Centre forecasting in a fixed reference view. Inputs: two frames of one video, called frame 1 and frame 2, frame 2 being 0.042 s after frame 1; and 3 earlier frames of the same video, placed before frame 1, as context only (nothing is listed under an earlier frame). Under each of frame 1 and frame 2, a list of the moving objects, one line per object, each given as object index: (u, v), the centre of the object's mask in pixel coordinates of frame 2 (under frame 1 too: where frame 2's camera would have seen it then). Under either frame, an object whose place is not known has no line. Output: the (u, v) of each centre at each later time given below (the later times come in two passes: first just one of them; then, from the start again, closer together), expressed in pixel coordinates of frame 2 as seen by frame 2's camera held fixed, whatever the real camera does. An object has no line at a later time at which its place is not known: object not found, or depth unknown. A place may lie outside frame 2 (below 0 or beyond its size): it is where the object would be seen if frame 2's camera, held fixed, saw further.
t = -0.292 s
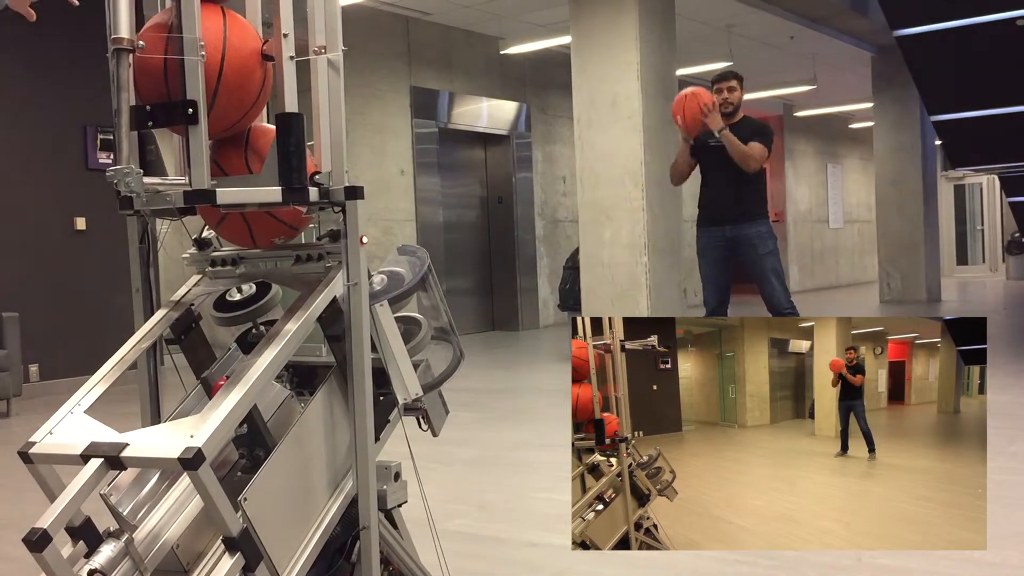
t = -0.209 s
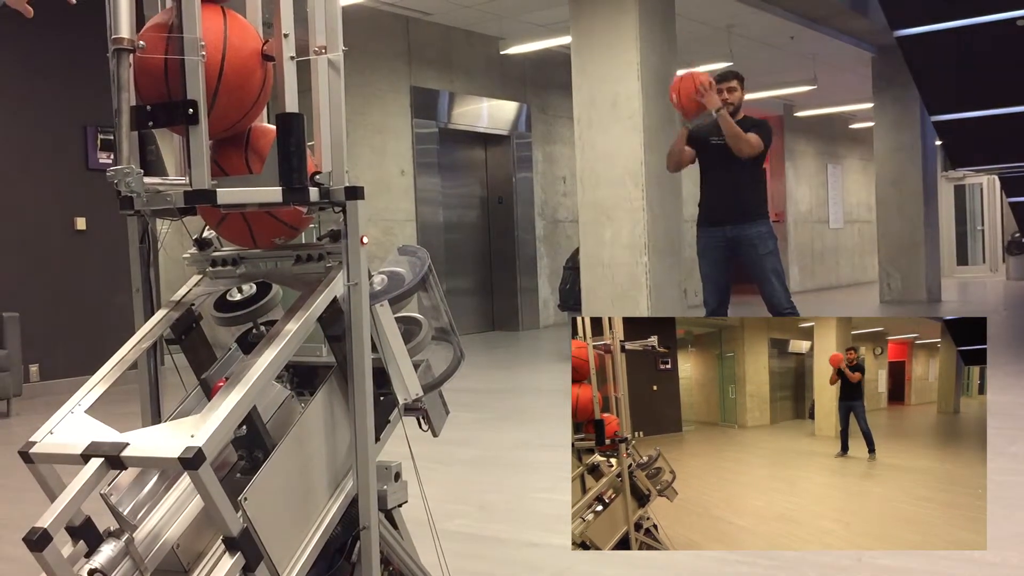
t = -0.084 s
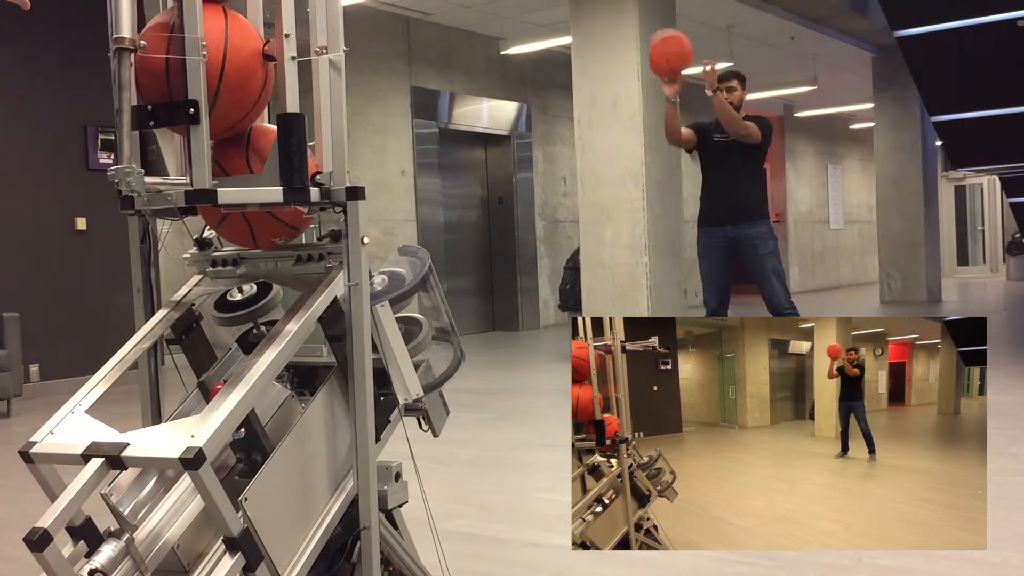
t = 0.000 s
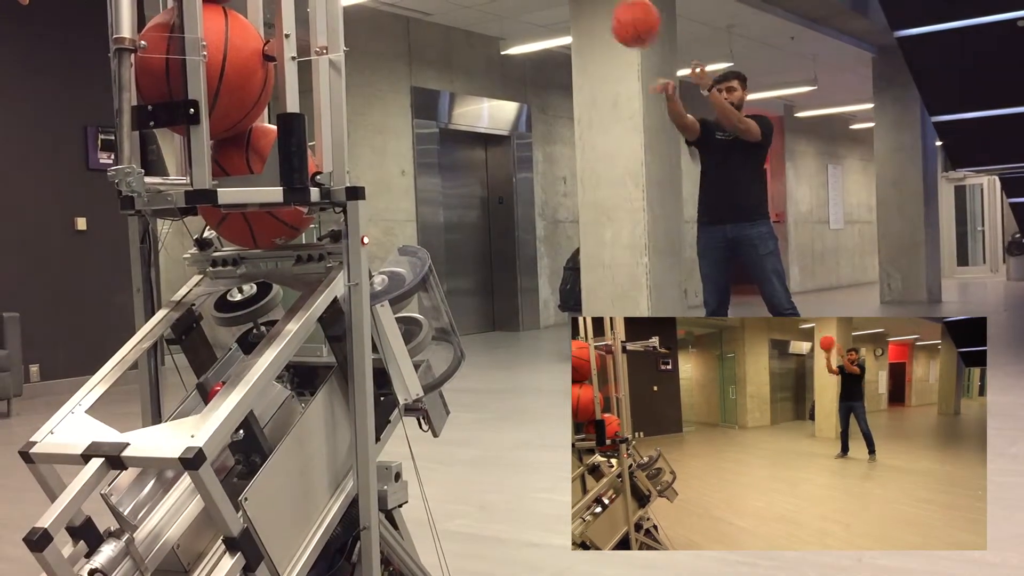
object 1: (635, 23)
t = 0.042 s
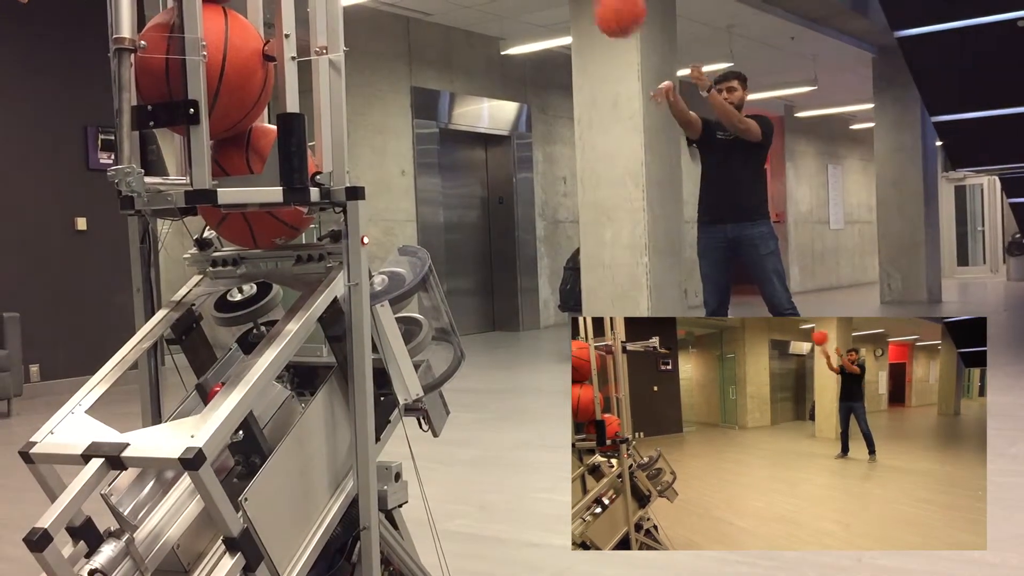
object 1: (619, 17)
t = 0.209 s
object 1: (531, 9)
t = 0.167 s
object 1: (550, 8)
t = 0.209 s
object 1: (531, 9)
